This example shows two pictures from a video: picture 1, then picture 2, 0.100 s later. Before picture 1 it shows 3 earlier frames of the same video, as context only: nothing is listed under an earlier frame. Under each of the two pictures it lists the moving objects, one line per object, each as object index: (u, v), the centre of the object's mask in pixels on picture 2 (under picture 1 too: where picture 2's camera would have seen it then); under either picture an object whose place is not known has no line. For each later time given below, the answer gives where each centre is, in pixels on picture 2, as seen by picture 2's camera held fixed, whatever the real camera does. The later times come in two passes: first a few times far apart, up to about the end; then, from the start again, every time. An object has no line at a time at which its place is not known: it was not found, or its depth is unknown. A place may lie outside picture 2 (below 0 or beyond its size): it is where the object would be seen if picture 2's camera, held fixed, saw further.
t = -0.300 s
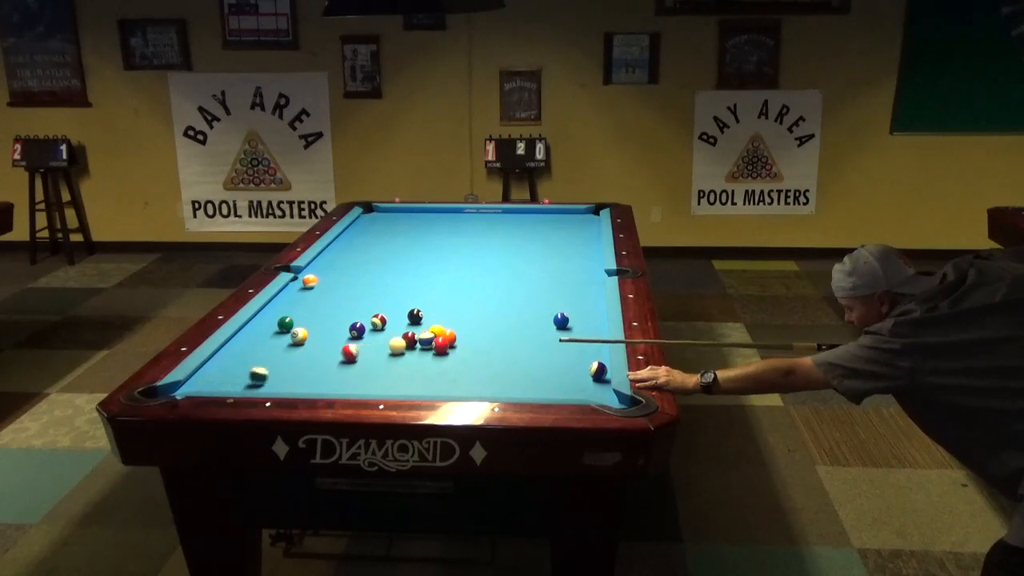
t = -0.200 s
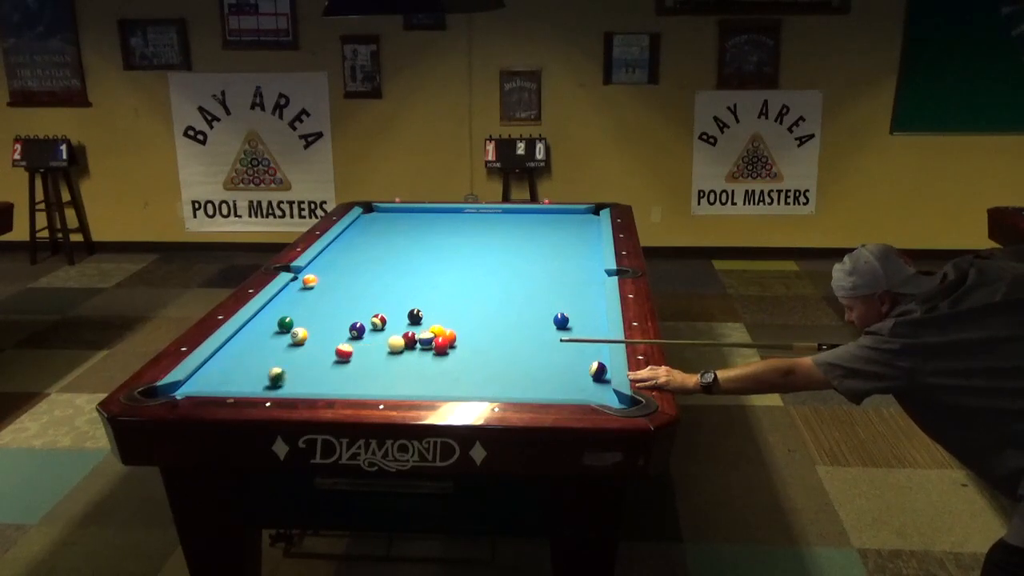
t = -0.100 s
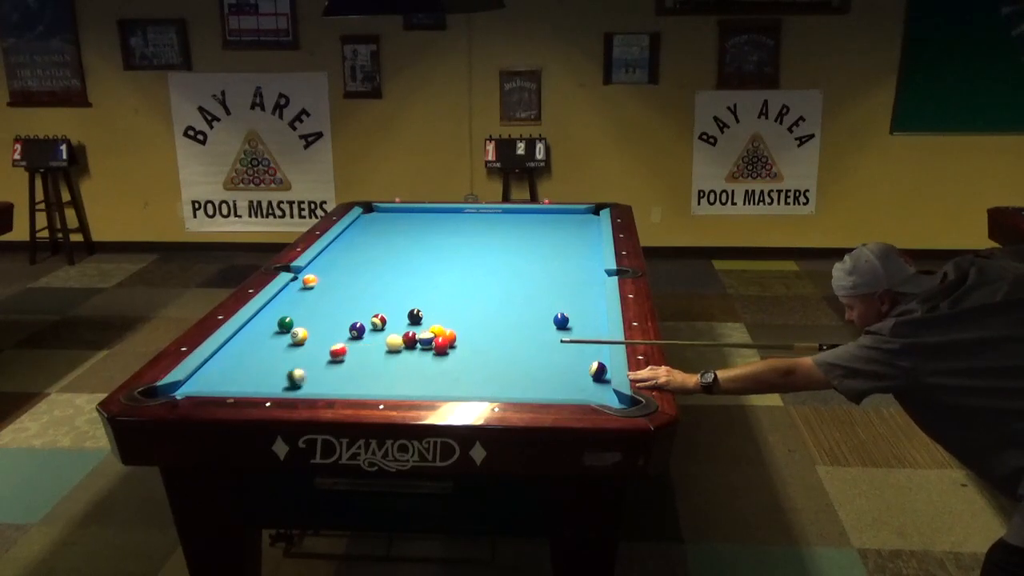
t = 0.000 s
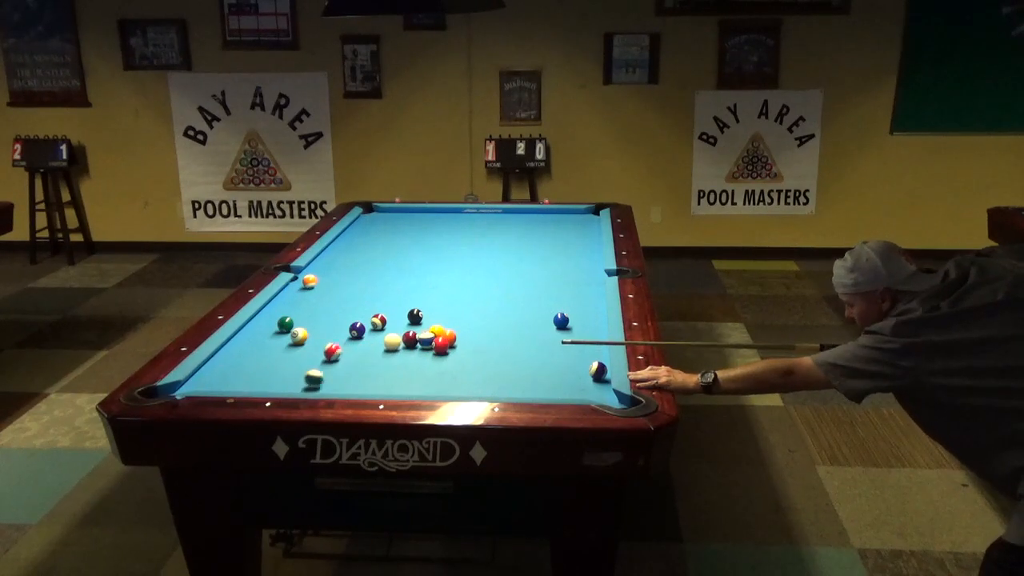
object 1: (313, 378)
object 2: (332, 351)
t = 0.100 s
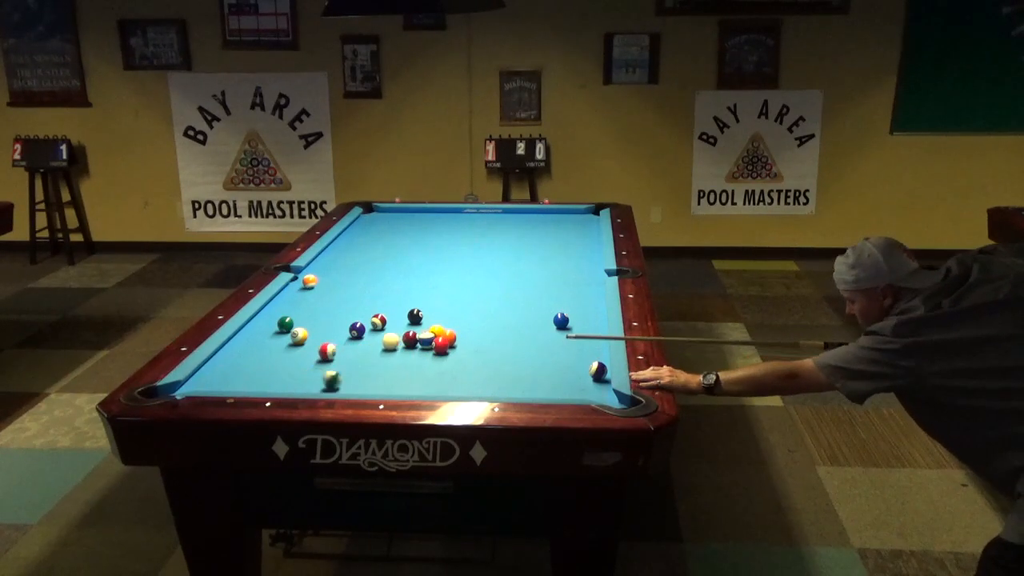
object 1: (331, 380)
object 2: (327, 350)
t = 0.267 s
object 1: (362, 381)
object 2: (319, 350)
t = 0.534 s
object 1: (410, 384)
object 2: (308, 350)
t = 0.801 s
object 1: (456, 386)
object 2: (298, 349)
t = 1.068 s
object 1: (500, 387)
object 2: (291, 349)
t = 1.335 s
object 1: (543, 388)
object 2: (286, 348)
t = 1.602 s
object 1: (584, 390)
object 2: (282, 348)
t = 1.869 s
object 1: (598, 395)
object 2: (281, 348)
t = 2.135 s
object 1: (593, 395)
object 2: (281, 348)
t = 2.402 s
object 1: (596, 395)
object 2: (281, 348)
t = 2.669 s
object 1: (598, 395)
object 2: (281, 348)
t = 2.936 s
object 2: (281, 348)
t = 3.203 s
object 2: (281, 348)
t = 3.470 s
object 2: (281, 348)
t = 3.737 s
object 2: (281, 348)
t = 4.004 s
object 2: (281, 348)
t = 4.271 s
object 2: (281, 348)
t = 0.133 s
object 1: (338, 380)
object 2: (325, 350)
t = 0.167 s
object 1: (344, 381)
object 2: (323, 350)
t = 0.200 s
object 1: (350, 380)
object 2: (322, 350)
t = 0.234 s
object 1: (356, 381)
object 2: (321, 350)
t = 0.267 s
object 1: (362, 381)
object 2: (319, 350)
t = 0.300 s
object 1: (368, 381)
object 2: (317, 350)
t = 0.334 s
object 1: (374, 382)
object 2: (316, 350)
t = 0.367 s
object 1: (380, 382)
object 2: (315, 350)
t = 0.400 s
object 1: (386, 383)
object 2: (313, 350)
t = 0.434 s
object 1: (392, 383)
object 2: (311, 350)
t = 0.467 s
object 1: (398, 383)
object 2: (310, 350)
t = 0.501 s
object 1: (404, 383)
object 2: (309, 350)
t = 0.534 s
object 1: (410, 384)
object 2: (308, 350)
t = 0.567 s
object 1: (416, 384)
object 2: (306, 350)
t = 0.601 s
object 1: (421, 384)
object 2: (305, 350)
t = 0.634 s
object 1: (427, 384)
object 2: (304, 350)
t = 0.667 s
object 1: (433, 384)
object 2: (303, 349)
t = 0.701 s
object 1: (439, 385)
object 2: (302, 349)
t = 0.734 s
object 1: (444, 385)
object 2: (301, 349)
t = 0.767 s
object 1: (450, 385)
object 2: (300, 349)
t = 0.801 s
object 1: (456, 386)
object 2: (298, 349)
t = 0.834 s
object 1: (461, 386)
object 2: (298, 349)
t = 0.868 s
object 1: (467, 386)
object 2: (296, 349)
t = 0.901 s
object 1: (473, 386)
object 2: (295, 349)
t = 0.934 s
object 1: (477, 386)
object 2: (295, 349)
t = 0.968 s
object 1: (483, 386)
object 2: (294, 349)
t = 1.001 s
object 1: (489, 386)
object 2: (293, 349)
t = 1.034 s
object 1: (494, 386)
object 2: (292, 349)
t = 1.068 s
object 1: (500, 387)
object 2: (291, 349)
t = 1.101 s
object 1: (505, 387)
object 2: (290, 349)
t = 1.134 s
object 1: (511, 387)
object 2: (290, 349)
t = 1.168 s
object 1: (516, 387)
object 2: (289, 349)
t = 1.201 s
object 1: (521, 388)
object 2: (288, 348)
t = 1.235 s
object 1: (527, 388)
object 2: (288, 348)
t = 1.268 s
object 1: (532, 389)
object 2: (287, 348)
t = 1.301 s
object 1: (537, 388)
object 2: (286, 348)
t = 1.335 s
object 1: (543, 388)
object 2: (286, 348)
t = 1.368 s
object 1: (548, 388)
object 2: (285, 348)
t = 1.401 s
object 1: (553, 389)
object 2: (285, 348)
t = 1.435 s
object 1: (559, 389)
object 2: (284, 348)
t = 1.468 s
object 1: (563, 389)
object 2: (284, 348)
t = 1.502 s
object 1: (569, 389)
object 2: (283, 348)
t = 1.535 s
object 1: (574, 390)
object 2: (283, 348)
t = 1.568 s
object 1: (579, 390)
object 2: (282, 348)
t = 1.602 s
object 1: (584, 390)
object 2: (282, 348)
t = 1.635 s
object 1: (589, 391)
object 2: (282, 348)
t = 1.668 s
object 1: (594, 392)
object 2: (282, 348)
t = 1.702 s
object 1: (599, 392)
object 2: (281, 348)
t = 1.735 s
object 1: (603, 393)
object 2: (281, 348)
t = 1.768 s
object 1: (603, 393)
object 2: (281, 348)
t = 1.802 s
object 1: (601, 393)
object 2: (281, 348)
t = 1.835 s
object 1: (599, 393)
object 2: (281, 348)
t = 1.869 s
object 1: (598, 395)
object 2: (281, 348)
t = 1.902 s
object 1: (596, 395)
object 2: (281, 348)
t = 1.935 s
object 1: (596, 395)
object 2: (281, 348)
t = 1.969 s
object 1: (595, 394)
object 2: (281, 348)
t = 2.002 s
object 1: (594, 395)
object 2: (281, 348)
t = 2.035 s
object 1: (592, 396)
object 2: (281, 348)
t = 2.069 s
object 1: (592, 396)
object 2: (281, 348)
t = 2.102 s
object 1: (592, 396)
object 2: (281, 348)
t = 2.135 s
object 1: (593, 395)
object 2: (281, 348)
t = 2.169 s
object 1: (593, 395)
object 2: (281, 348)
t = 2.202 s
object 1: (594, 395)
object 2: (281, 348)
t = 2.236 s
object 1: (595, 395)
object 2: (281, 348)
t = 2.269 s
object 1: (595, 395)
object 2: (281, 348)
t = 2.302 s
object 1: (595, 395)
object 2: (281, 348)
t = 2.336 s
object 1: (595, 395)
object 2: (281, 348)
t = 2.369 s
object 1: (596, 395)
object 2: (281, 348)
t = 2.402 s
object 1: (596, 395)
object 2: (281, 348)
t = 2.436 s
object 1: (597, 395)
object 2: (281, 348)
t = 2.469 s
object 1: (597, 395)
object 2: (281, 348)
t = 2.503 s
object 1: (597, 395)
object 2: (281, 348)
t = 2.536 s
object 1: (597, 395)
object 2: (281, 348)
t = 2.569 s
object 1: (597, 395)
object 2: (281, 348)
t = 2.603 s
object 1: (597, 395)
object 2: (281, 348)
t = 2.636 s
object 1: (598, 395)
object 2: (281, 348)
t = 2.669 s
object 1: (598, 395)
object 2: (281, 348)
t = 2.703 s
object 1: (598, 394)
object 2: (281, 348)
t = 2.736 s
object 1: (598, 395)
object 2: (281, 348)
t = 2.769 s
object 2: (281, 348)
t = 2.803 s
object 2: (281, 348)
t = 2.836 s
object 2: (281, 348)
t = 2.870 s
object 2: (281, 348)
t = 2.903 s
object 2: (281, 348)
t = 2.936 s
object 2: (281, 348)
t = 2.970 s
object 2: (281, 348)
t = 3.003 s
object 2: (281, 348)
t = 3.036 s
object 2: (281, 348)
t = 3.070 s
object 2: (281, 348)
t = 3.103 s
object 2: (281, 348)
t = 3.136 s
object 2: (281, 348)
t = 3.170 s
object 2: (281, 348)
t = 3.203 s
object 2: (281, 348)
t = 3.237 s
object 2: (281, 348)
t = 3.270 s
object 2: (281, 348)
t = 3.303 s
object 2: (281, 348)
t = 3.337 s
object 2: (281, 348)
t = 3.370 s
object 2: (281, 348)
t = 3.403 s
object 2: (281, 348)
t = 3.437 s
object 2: (281, 348)
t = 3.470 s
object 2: (281, 348)
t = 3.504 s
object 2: (281, 348)
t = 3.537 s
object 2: (281, 348)
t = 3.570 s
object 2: (281, 348)
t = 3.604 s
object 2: (281, 348)
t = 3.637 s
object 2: (281, 348)
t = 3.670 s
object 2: (281, 348)
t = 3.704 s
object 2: (281, 348)
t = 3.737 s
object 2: (281, 348)
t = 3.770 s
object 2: (281, 348)
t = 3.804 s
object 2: (281, 348)
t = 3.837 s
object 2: (281, 348)
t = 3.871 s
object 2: (281, 348)
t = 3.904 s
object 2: (281, 348)
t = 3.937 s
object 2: (281, 348)
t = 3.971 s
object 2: (281, 348)
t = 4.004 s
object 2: (281, 348)
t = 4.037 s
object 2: (281, 348)
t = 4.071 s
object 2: (281, 348)
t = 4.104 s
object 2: (281, 348)
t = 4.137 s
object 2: (281, 348)
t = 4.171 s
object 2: (281, 348)
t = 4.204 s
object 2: (281, 348)
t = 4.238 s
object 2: (281, 348)
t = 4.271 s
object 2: (281, 348)
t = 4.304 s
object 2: (281, 348)
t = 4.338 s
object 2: (281, 348)
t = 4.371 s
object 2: (281, 348)
